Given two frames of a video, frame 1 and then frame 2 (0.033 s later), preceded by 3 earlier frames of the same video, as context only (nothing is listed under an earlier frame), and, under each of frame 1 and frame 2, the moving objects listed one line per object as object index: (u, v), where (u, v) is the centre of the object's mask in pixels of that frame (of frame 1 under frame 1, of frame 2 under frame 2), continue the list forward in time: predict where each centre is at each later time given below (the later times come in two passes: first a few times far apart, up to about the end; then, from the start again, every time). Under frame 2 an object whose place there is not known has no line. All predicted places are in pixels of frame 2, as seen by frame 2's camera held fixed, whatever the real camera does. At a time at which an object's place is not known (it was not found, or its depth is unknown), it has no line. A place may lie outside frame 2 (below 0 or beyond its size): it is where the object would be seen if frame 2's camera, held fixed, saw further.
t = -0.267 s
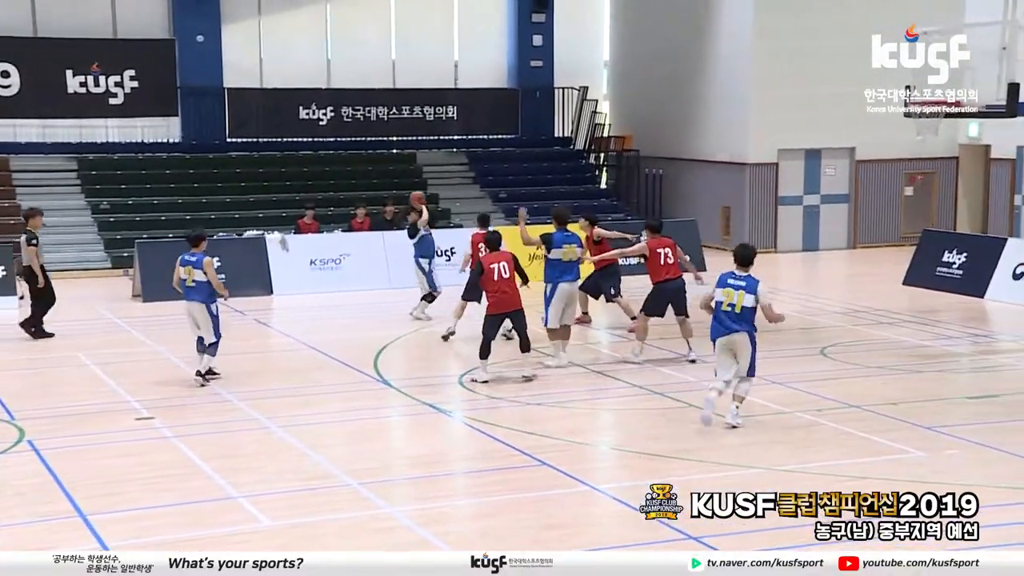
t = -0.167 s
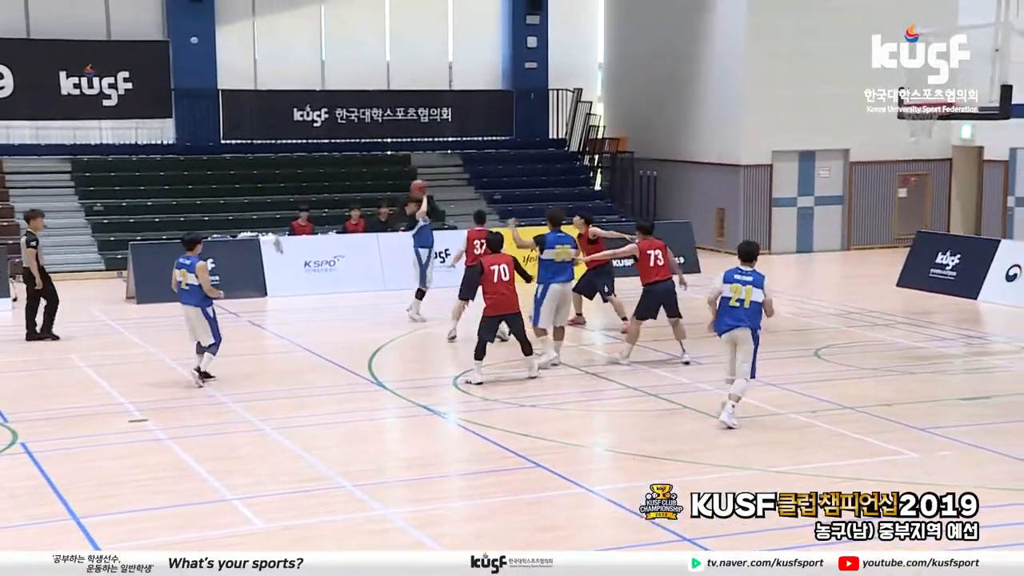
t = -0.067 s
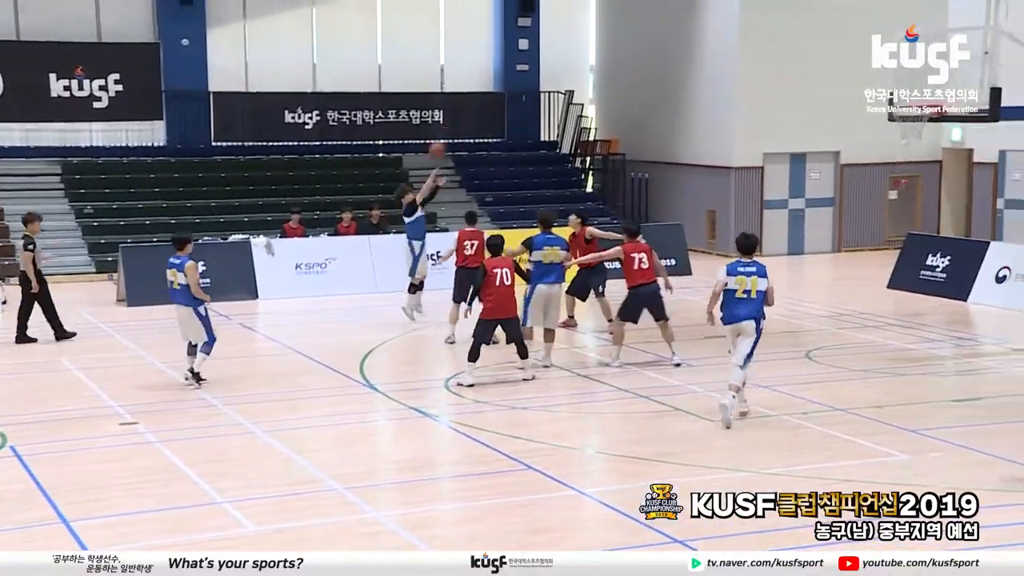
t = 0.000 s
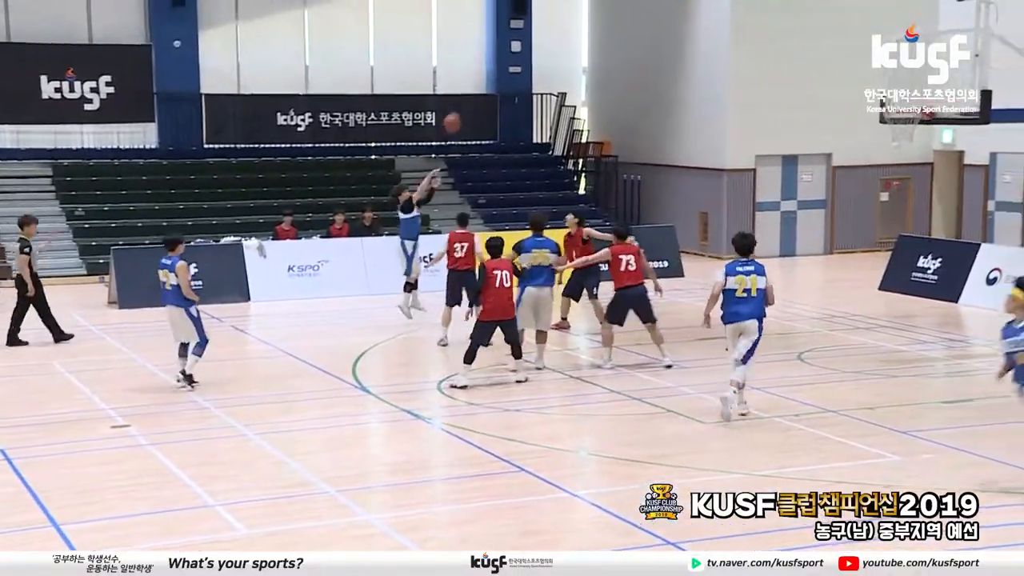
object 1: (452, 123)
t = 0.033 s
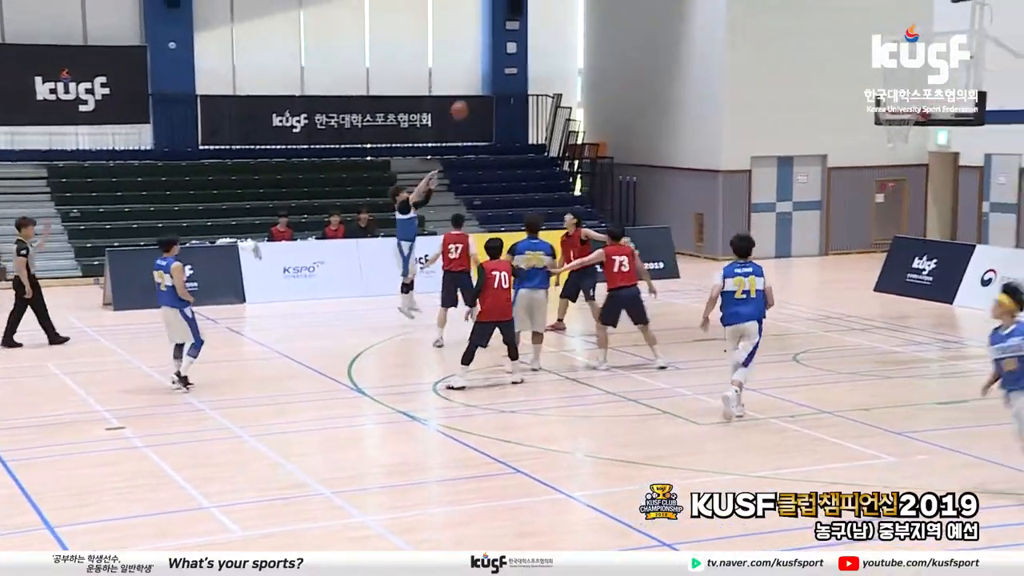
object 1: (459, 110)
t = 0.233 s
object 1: (531, 42)
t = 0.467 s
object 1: (617, -4)
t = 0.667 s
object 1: (694, -14)
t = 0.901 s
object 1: (788, 15)
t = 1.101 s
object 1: (868, 77)
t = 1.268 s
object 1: (938, 156)
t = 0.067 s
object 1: (470, 97)
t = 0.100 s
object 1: (482, 85)
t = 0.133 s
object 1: (495, 72)
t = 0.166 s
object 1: (506, 61)
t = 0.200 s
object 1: (518, 51)
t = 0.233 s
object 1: (531, 42)
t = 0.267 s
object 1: (542, 33)
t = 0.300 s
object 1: (555, 24)
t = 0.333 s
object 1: (567, 17)
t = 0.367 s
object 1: (580, 11)
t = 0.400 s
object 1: (592, 4)
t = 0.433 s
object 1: (605, 0)
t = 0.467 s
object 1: (617, -4)
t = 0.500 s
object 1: (631, -8)
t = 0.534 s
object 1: (642, -10)
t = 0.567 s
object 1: (656, -12)
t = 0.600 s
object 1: (668, -13)
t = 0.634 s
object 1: (682, -14)
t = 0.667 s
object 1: (694, -14)
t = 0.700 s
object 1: (708, -12)
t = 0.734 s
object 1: (721, -10)
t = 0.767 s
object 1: (734, -6)
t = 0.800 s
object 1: (748, -3)
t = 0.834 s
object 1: (762, 2)
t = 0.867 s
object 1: (775, 8)
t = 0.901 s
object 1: (788, 15)
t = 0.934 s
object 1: (801, 23)
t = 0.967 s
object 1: (814, 32)
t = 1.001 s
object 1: (826, 44)
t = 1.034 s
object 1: (839, 55)
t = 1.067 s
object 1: (854, 64)
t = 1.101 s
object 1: (868, 77)
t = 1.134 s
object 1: (880, 93)
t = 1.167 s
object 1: (895, 107)
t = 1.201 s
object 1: (910, 124)
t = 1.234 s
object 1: (921, 140)
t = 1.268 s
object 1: (938, 156)
